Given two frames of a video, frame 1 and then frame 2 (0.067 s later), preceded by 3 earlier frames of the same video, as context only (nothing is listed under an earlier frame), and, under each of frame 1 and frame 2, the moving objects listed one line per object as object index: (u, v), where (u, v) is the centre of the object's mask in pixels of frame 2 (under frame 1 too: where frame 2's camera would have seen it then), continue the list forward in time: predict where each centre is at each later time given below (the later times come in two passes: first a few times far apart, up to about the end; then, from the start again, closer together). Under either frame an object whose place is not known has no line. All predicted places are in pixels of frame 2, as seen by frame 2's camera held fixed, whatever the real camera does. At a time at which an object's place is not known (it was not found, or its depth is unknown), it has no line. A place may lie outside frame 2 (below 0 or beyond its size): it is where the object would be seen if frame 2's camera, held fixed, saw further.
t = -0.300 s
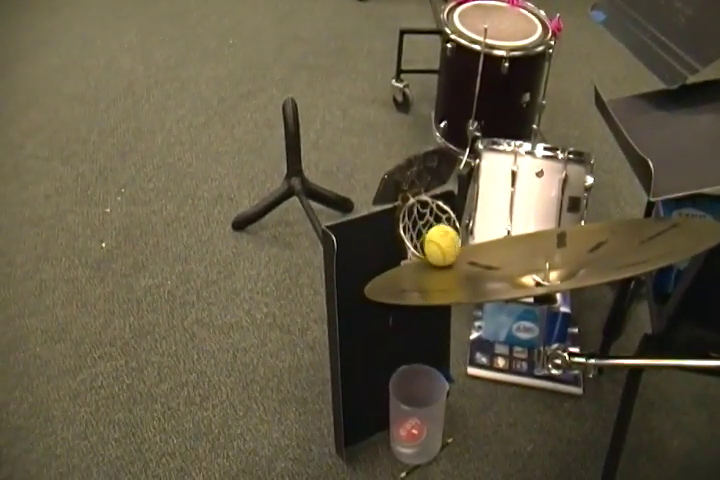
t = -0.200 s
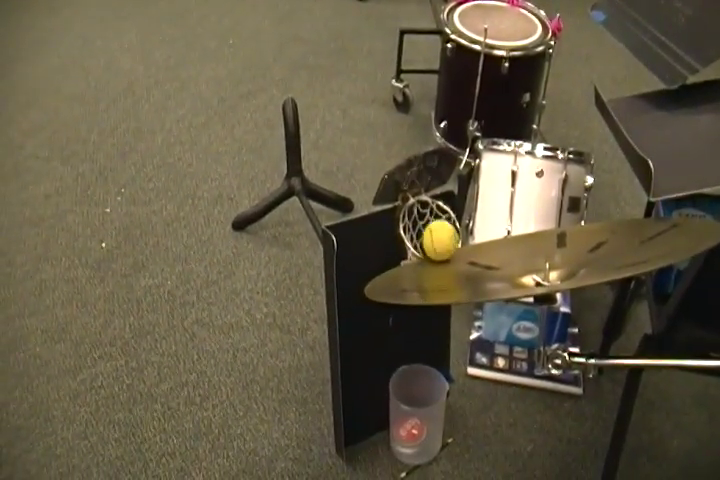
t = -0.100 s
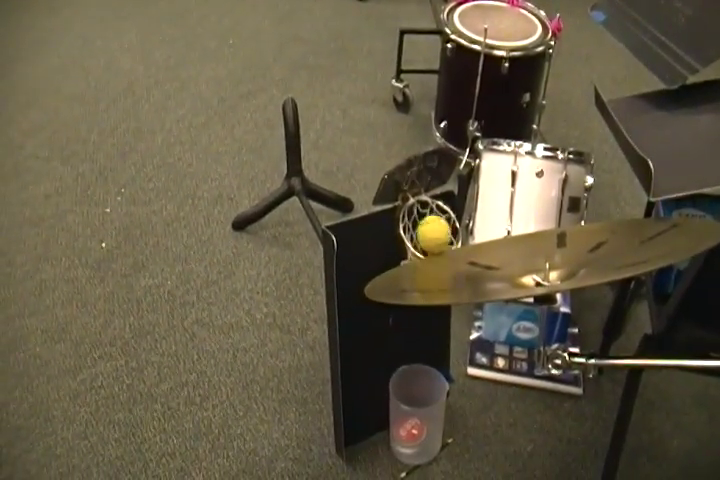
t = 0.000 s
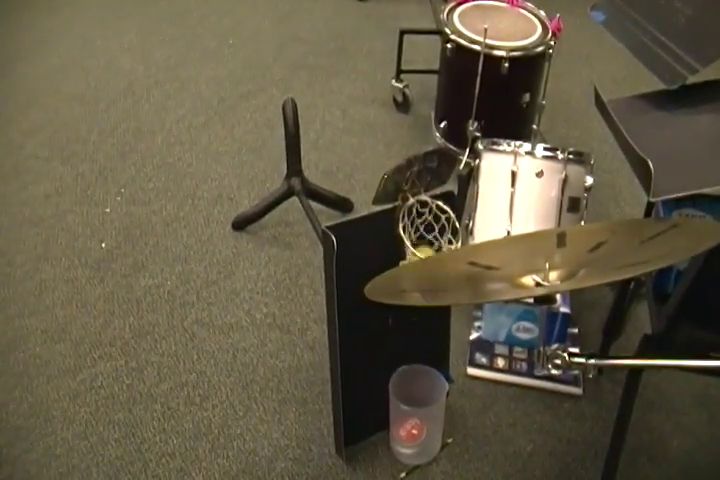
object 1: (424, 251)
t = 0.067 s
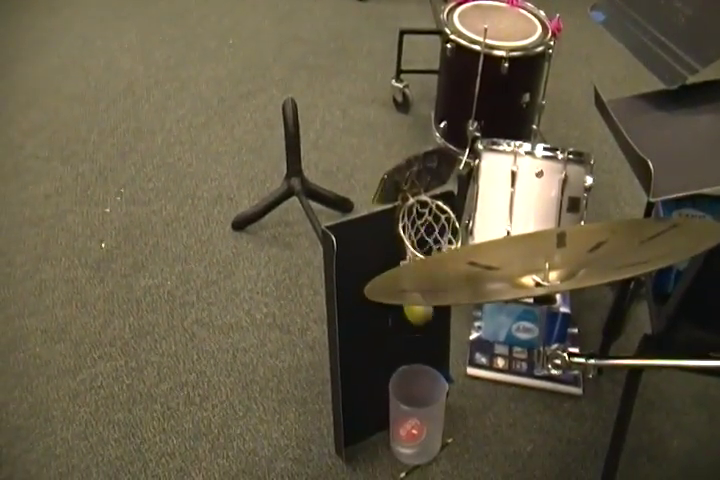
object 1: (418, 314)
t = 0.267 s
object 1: (415, 409)
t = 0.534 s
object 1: (412, 412)
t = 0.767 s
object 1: (416, 405)
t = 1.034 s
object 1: (423, 407)
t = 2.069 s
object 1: (429, 415)
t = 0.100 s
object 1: (423, 335)
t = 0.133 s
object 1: (427, 367)
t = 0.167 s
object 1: (430, 398)
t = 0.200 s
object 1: (430, 418)
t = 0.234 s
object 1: (422, 412)
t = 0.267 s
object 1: (415, 409)
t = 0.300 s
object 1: (408, 411)
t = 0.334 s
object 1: (404, 411)
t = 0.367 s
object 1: (402, 417)
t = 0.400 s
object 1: (404, 416)
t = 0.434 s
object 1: (407, 415)
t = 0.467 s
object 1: (409, 414)
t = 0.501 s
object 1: (410, 414)
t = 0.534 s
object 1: (412, 412)
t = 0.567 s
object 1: (413, 411)
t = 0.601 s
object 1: (414, 410)
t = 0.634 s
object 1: (414, 407)
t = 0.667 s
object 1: (414, 406)
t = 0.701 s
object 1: (415, 406)
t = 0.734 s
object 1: (416, 405)
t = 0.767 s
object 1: (416, 405)
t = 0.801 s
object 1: (417, 405)
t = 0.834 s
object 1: (418, 405)
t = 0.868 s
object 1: (419, 405)
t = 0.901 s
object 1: (420, 405)
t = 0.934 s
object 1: (421, 406)
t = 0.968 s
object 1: (421, 406)
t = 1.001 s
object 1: (422, 406)
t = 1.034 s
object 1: (423, 407)
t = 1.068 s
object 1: (423, 407)
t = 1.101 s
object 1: (424, 407)
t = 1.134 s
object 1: (424, 407)
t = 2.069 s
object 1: (429, 415)
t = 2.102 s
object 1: (429, 416)
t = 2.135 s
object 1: (429, 417)
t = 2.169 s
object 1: (429, 416)
